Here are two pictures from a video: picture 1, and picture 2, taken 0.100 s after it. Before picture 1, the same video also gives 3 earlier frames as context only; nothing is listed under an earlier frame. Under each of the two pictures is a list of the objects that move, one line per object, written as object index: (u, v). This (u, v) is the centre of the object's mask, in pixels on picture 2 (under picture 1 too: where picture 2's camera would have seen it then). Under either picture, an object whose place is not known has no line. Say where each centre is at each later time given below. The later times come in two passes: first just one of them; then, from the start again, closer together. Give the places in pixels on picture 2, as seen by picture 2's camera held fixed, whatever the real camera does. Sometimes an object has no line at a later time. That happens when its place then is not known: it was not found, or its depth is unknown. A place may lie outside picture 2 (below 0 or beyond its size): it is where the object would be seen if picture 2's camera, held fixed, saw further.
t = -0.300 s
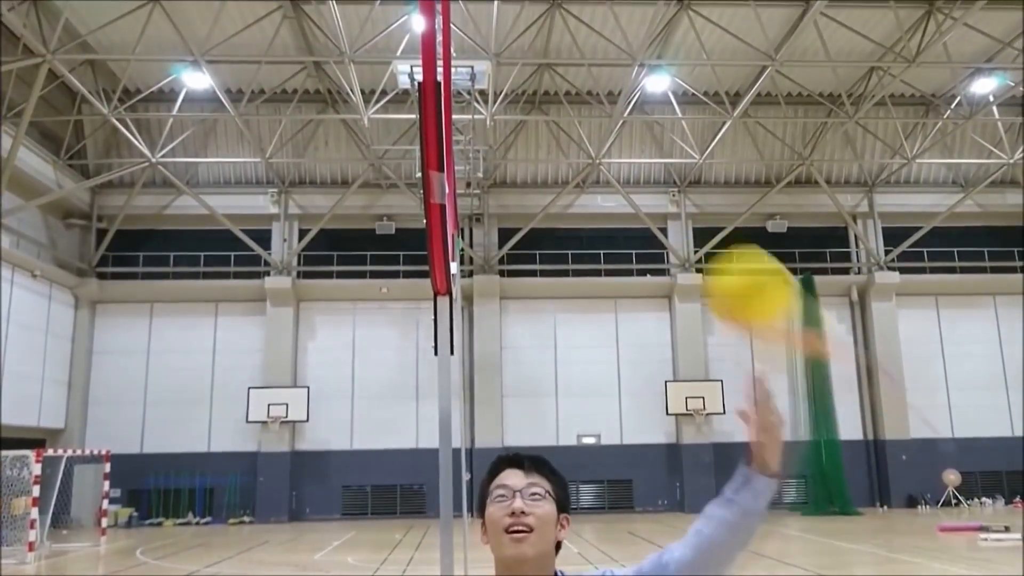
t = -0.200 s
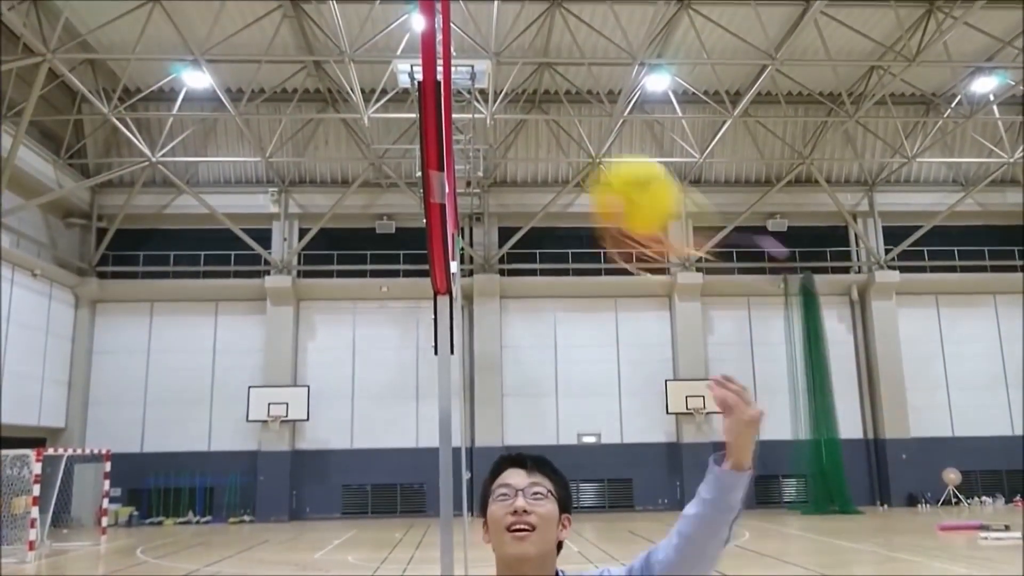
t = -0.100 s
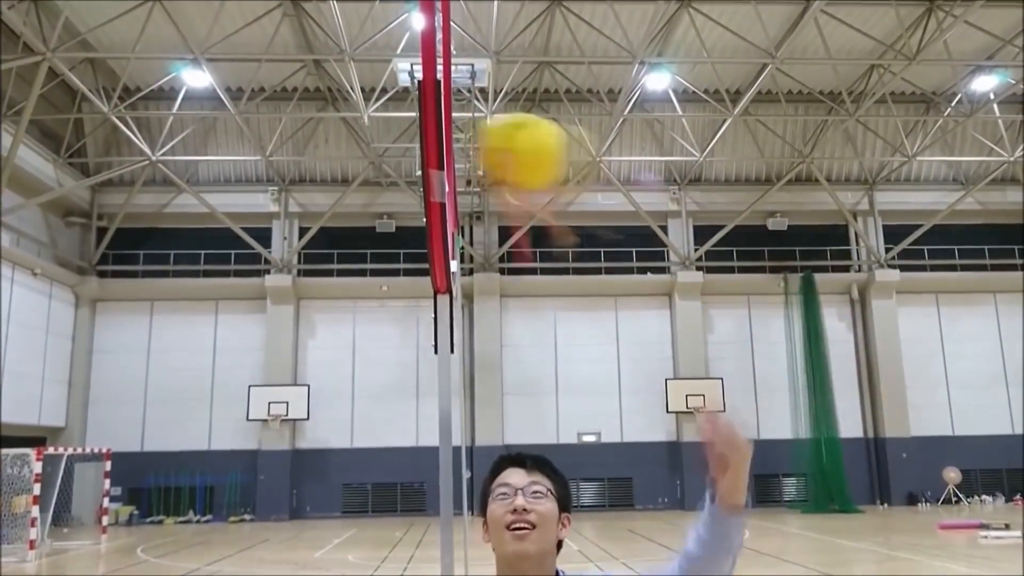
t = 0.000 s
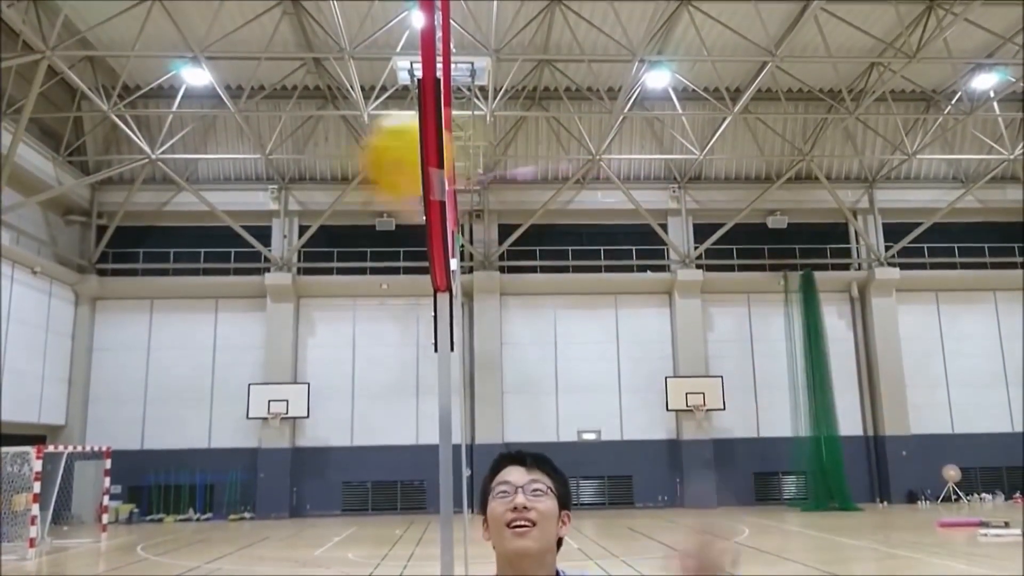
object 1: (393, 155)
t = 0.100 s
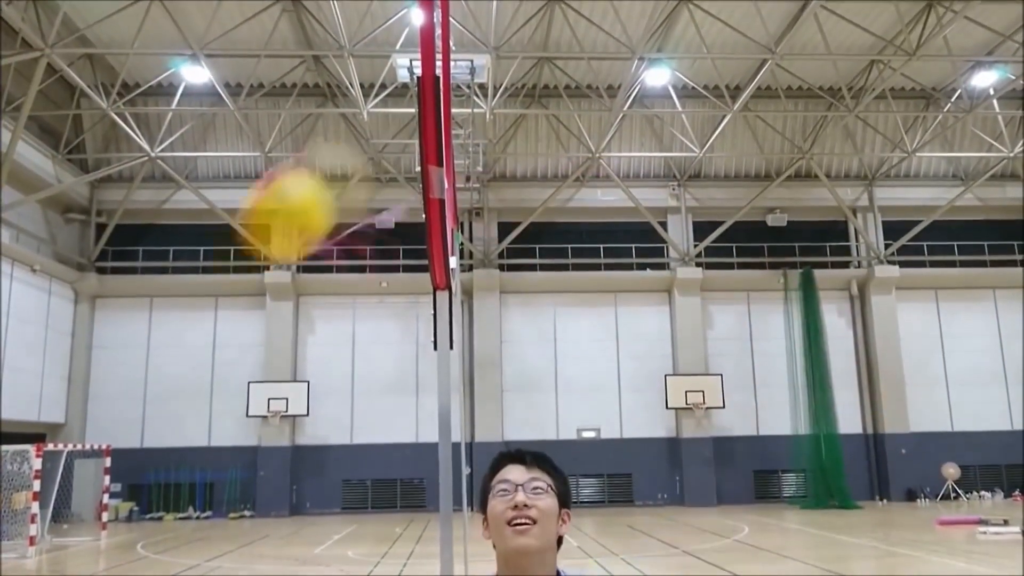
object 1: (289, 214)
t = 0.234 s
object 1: (109, 395)
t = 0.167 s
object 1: (204, 289)
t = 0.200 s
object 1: (158, 333)
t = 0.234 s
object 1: (109, 395)
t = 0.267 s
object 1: (59, 466)
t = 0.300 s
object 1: (32, 532)
